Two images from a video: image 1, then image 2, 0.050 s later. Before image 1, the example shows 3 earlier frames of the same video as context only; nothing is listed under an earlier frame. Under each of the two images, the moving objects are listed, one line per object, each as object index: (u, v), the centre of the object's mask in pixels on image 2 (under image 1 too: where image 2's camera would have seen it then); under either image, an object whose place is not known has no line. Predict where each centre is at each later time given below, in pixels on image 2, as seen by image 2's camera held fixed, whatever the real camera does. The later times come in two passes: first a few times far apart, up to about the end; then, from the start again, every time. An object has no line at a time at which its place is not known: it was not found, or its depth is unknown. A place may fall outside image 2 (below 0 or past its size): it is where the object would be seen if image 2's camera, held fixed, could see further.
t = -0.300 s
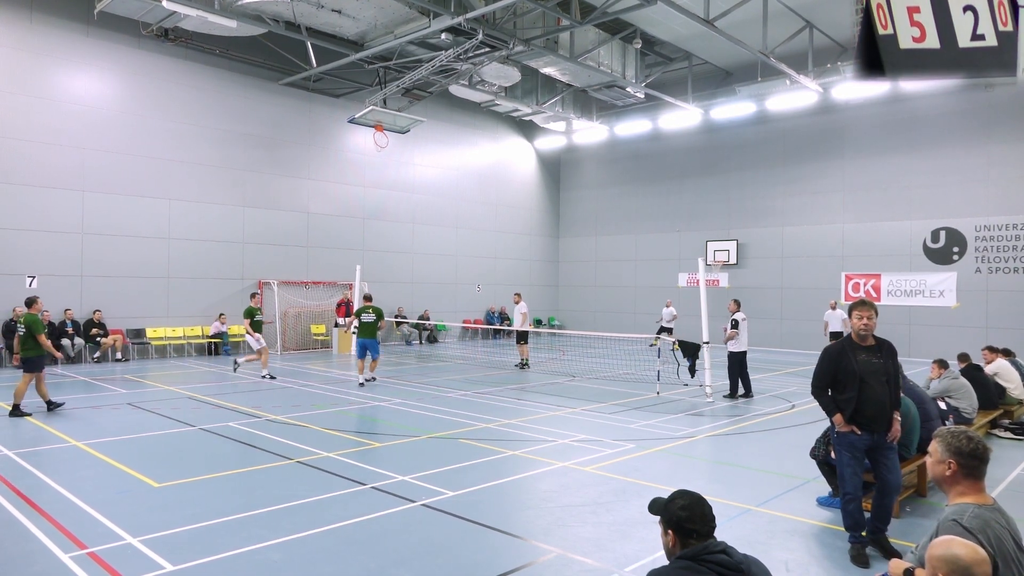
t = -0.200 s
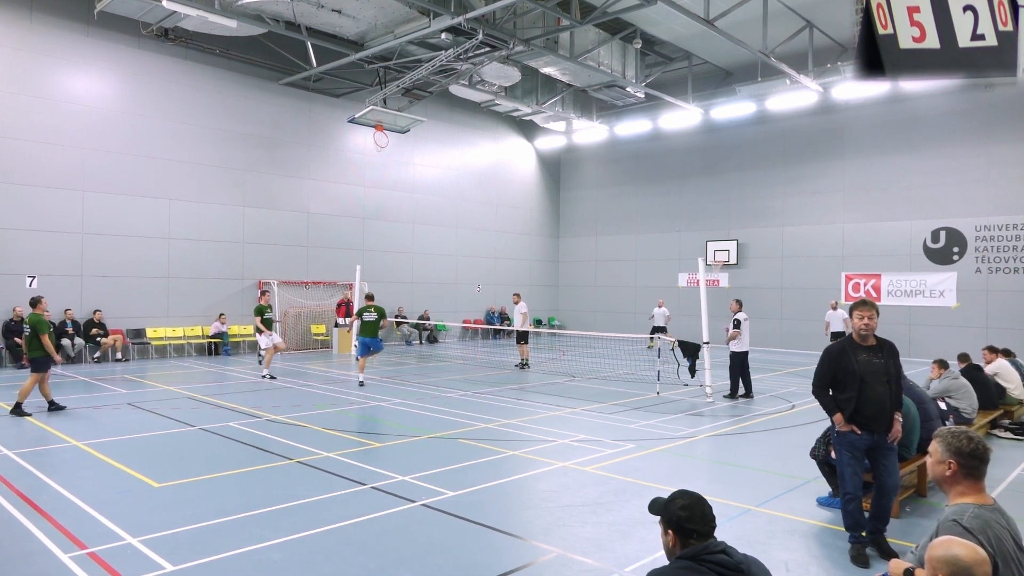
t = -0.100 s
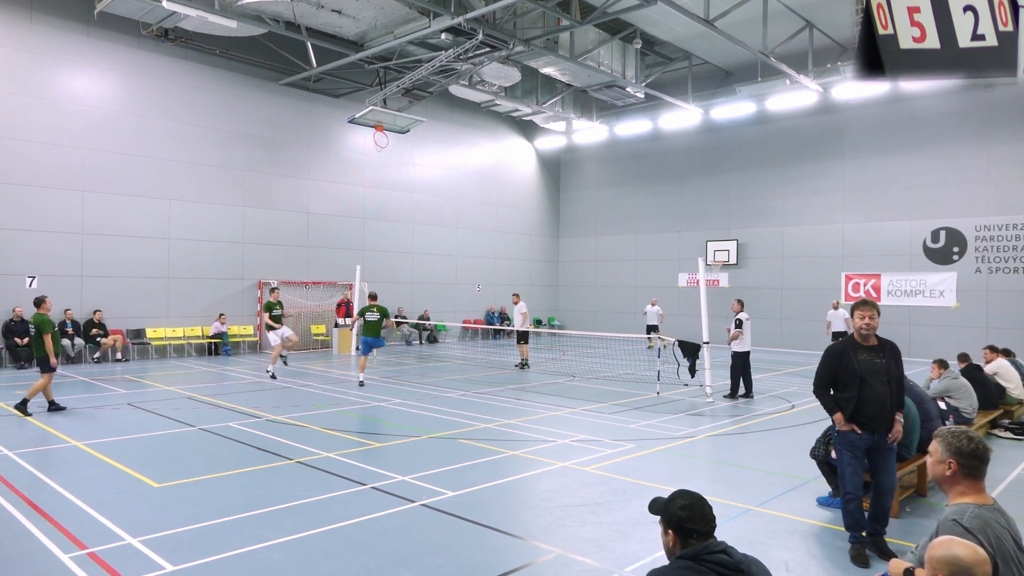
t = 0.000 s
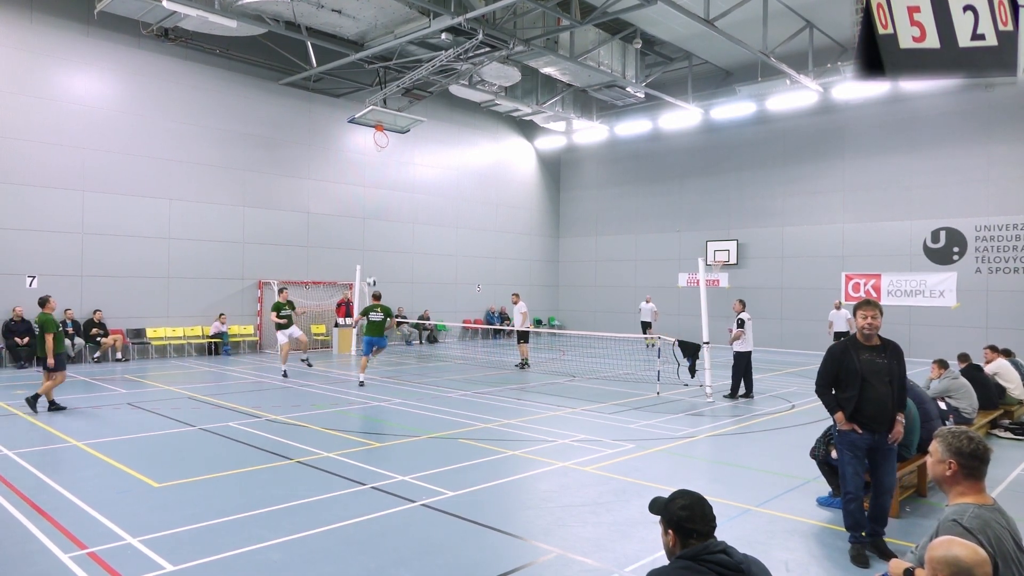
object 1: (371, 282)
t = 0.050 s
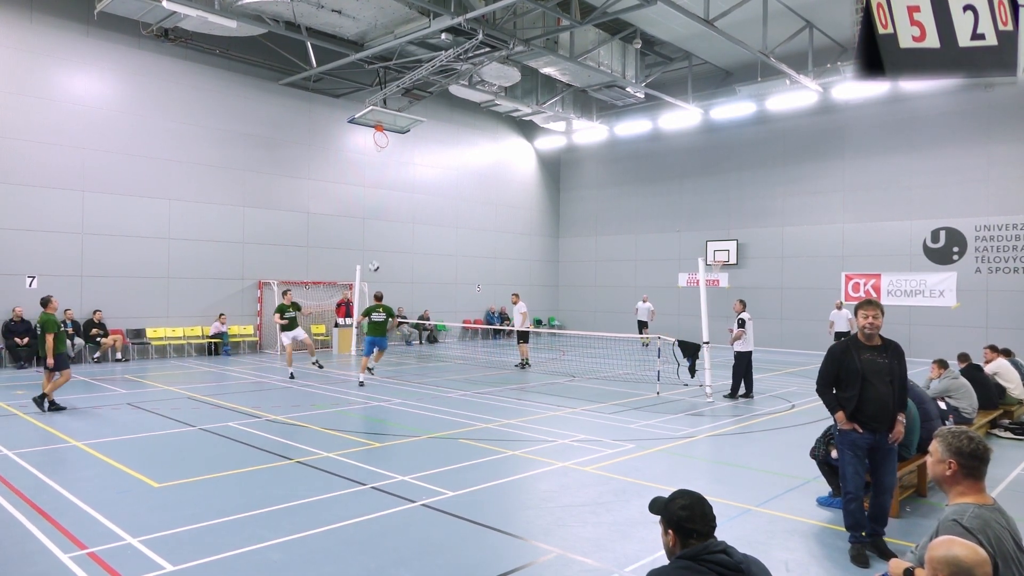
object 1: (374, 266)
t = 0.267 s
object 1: (386, 217)
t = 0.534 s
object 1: (400, 187)
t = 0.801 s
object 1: (414, 191)
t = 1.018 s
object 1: (424, 217)
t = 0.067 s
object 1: (375, 262)
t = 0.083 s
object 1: (376, 257)
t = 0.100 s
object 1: (377, 253)
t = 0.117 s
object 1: (378, 248)
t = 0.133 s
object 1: (378, 245)
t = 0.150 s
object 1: (379, 241)
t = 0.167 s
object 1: (380, 237)
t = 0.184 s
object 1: (381, 233)
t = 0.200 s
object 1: (383, 229)
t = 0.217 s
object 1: (383, 226)
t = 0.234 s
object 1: (384, 223)
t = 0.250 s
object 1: (385, 220)
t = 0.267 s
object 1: (386, 217)
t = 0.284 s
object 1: (387, 214)
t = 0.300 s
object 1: (388, 211)
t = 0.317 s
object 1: (389, 209)
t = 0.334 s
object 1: (390, 206)
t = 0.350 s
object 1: (391, 204)
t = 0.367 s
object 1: (392, 202)
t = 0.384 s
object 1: (393, 200)
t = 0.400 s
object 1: (393, 198)
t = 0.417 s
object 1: (394, 196)
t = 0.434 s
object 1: (395, 194)
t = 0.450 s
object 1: (396, 193)
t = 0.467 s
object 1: (398, 192)
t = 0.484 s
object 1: (398, 190)
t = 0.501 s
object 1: (399, 189)
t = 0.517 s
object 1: (399, 188)
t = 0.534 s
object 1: (400, 187)
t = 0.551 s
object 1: (401, 187)
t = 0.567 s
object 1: (403, 187)
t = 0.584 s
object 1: (403, 186)
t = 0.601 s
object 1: (404, 185)
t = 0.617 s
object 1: (405, 185)
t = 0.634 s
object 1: (406, 185)
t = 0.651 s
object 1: (407, 185)
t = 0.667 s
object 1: (408, 185)
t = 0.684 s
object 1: (408, 186)
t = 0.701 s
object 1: (409, 186)
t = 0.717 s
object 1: (410, 187)
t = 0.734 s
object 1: (411, 187)
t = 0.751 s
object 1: (412, 188)
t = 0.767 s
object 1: (412, 189)
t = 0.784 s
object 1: (413, 190)
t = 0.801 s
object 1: (414, 191)
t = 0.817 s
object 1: (415, 192)
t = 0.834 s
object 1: (416, 194)
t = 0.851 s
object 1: (416, 195)
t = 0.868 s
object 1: (417, 197)
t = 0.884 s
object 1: (418, 199)
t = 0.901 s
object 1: (418, 200)
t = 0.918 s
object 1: (419, 202)
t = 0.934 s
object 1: (420, 204)
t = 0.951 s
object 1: (421, 206)
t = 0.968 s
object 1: (422, 209)
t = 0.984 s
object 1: (422, 211)
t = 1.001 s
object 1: (423, 214)
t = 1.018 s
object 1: (424, 217)
